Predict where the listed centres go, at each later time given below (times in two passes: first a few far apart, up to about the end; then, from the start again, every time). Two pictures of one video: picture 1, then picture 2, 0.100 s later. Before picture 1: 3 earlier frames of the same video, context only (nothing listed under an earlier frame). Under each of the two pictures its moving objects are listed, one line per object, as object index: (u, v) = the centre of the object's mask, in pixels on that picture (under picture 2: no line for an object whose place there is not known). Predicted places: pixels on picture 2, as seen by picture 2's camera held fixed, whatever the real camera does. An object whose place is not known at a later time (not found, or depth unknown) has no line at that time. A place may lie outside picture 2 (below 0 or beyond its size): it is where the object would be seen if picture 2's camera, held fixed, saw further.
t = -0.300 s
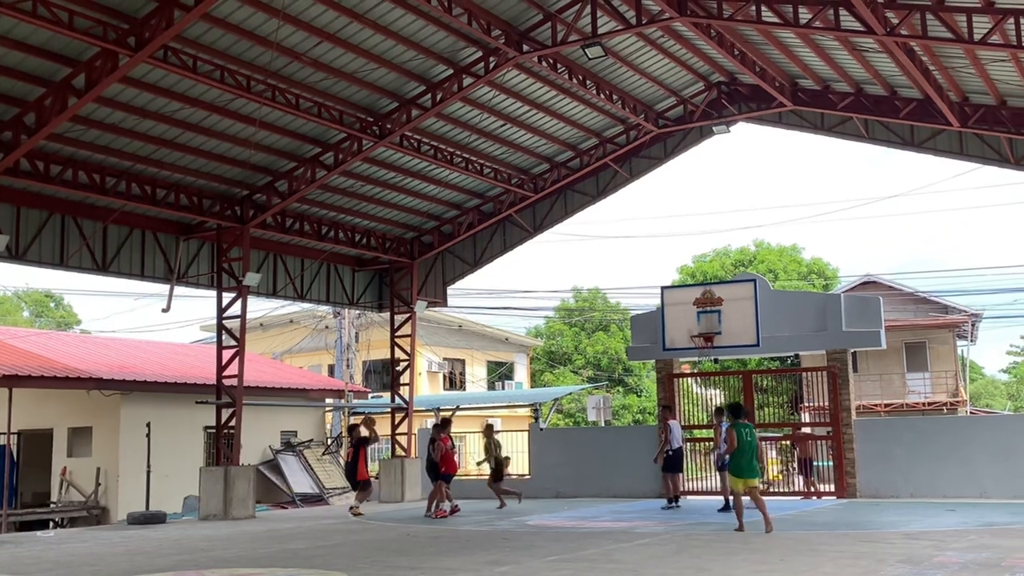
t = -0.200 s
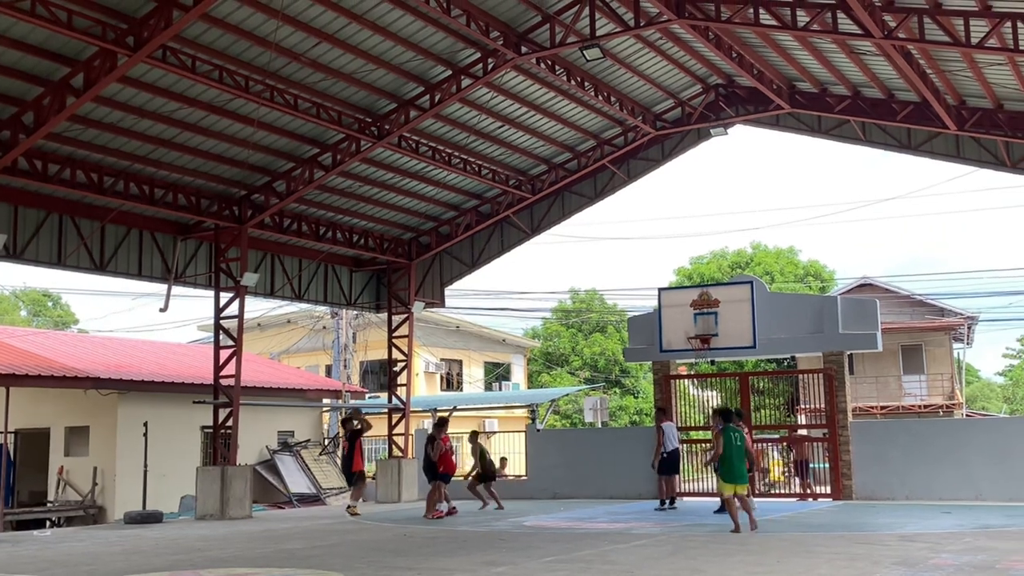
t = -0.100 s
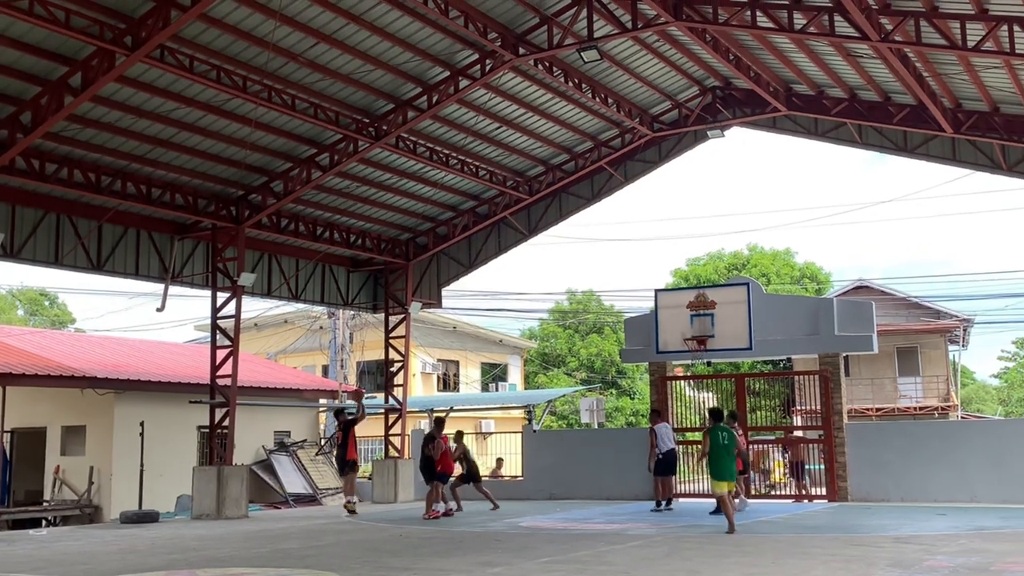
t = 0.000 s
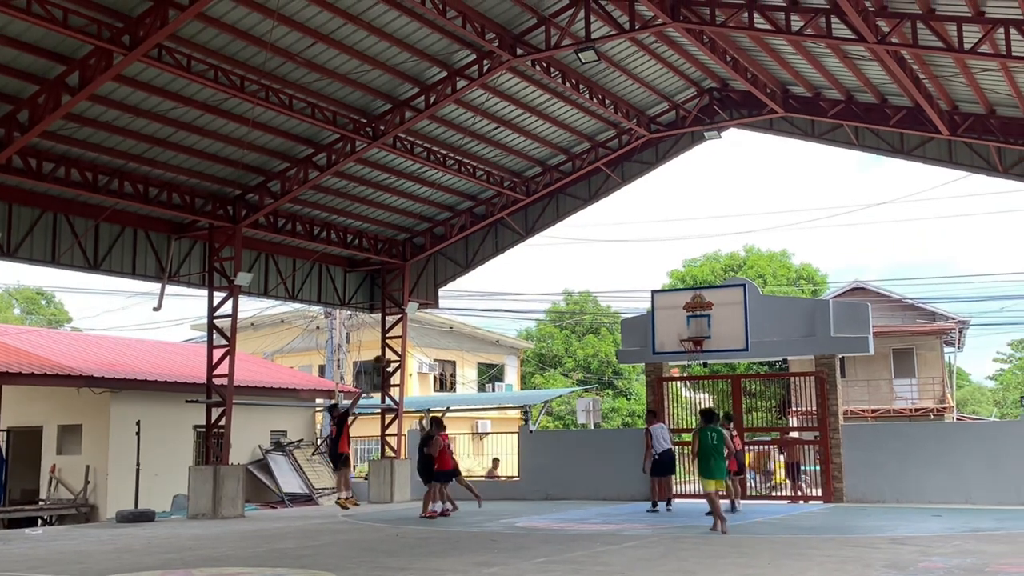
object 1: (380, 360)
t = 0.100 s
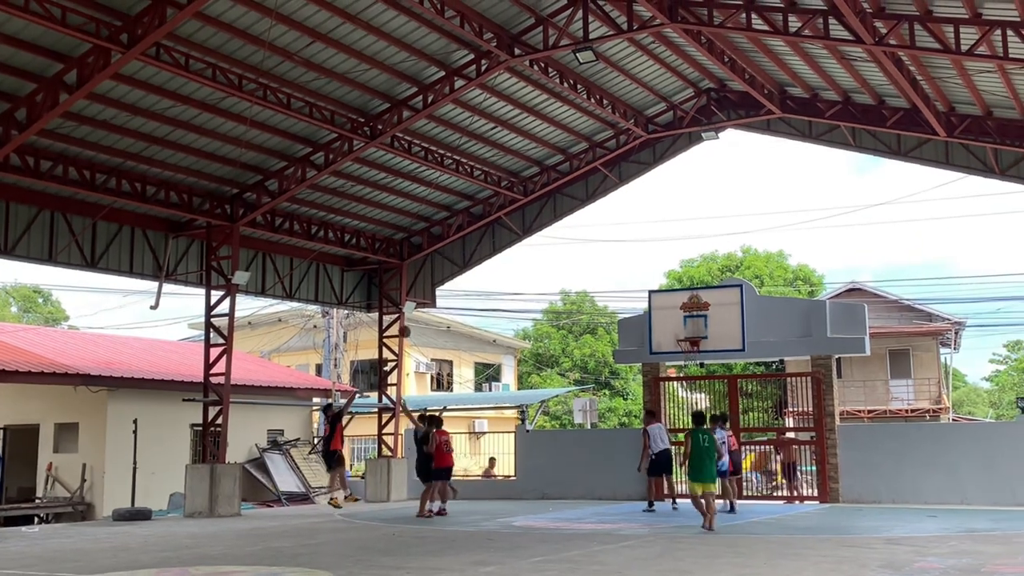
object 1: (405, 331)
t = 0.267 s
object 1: (450, 295)
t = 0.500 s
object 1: (512, 269)
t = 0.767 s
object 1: (584, 271)
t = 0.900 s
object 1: (620, 287)
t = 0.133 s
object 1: (413, 323)
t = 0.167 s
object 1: (422, 315)
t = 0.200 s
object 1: (432, 309)
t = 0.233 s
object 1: (441, 302)
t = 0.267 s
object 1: (450, 295)
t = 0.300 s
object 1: (459, 290)
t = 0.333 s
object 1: (468, 285)
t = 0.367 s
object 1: (477, 280)
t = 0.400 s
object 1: (485, 276)
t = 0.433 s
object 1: (494, 273)
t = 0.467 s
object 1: (503, 270)
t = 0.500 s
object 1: (512, 269)
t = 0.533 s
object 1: (521, 267)
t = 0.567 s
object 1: (530, 266)
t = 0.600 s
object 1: (539, 265)
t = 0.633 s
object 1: (548, 266)
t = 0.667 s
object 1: (557, 266)
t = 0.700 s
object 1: (566, 267)
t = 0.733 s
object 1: (575, 269)
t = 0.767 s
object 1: (584, 271)
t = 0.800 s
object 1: (593, 275)
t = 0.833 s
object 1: (602, 278)
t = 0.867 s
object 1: (611, 282)
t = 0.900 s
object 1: (620, 287)
